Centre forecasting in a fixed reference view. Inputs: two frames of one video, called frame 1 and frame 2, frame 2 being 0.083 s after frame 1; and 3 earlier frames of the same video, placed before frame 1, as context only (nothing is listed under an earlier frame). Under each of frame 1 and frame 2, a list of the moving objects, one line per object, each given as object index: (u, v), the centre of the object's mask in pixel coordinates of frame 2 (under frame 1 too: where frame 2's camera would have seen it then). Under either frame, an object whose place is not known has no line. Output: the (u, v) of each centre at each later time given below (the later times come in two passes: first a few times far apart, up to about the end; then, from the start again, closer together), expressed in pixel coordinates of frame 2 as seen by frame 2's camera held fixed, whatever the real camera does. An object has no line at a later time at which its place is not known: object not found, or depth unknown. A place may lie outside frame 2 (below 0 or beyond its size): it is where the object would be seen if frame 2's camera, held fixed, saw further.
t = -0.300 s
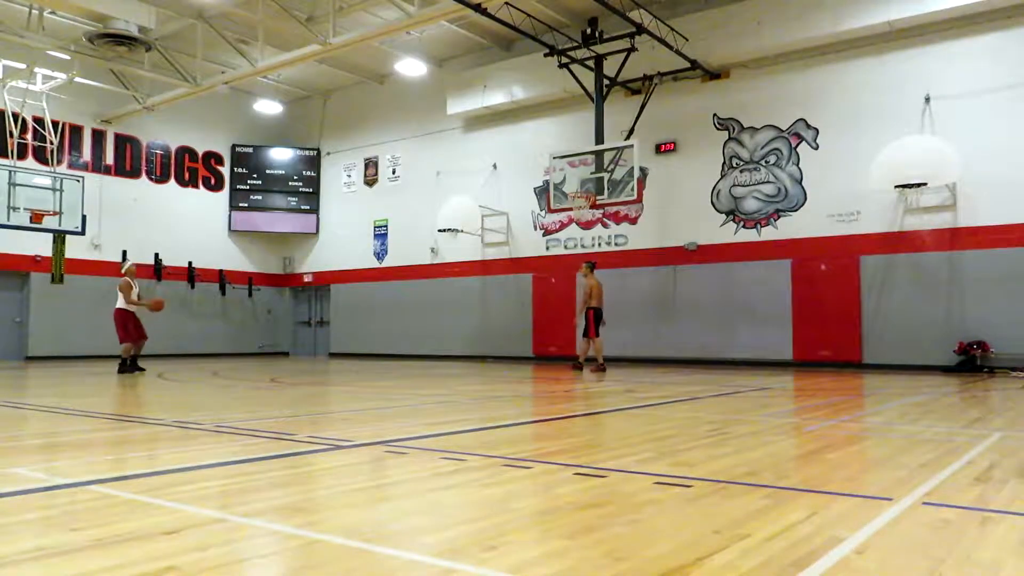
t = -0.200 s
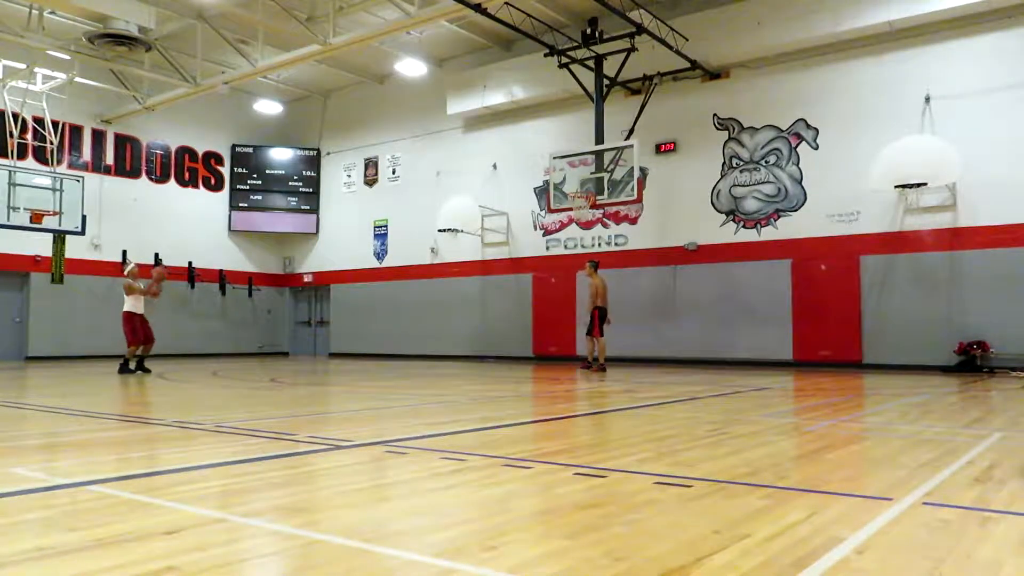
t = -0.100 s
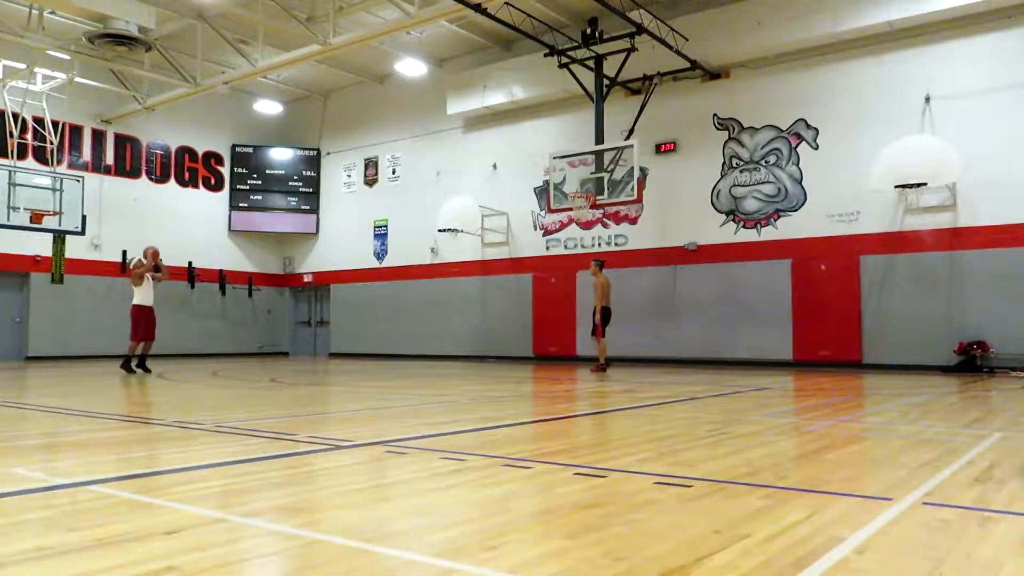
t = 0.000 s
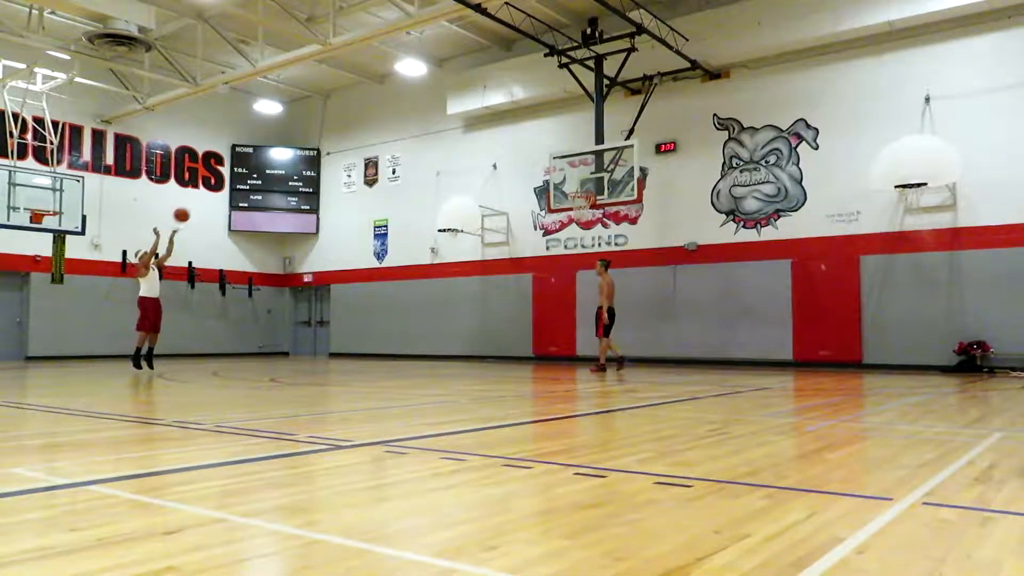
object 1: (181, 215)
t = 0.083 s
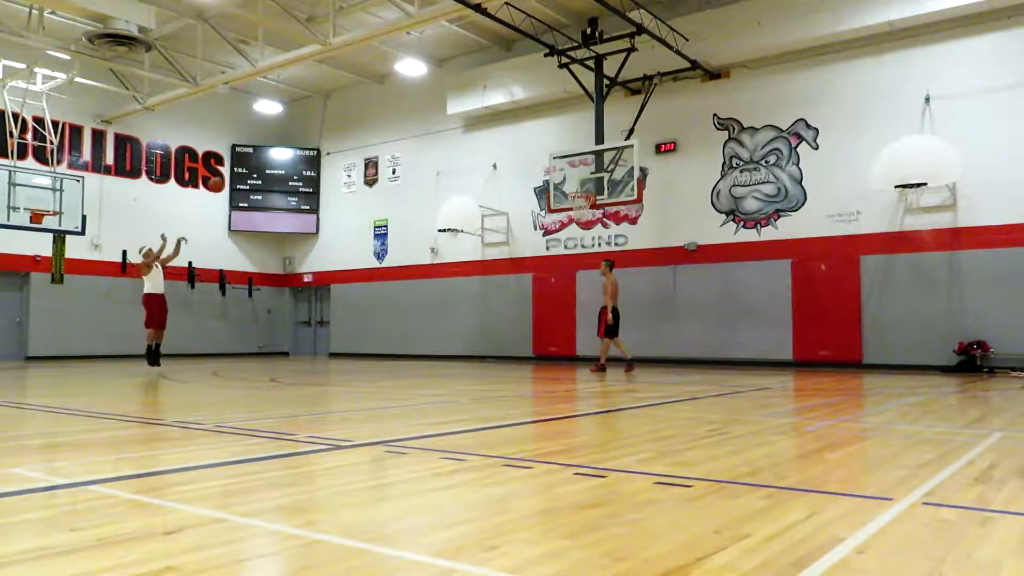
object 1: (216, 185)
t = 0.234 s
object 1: (276, 144)
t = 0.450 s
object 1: (357, 112)
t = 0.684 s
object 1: (437, 108)
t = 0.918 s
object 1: (511, 134)
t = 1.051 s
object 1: (551, 161)
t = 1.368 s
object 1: (568, 229)
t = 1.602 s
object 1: (547, 279)
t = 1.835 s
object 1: (530, 359)
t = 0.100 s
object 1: (223, 180)
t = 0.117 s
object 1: (229, 176)
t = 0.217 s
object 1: (271, 148)
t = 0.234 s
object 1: (276, 144)
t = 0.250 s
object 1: (282, 141)
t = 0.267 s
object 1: (289, 137)
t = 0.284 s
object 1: (295, 134)
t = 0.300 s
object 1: (301, 131)
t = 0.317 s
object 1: (308, 128)
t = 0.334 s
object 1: (314, 126)
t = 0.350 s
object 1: (320, 124)
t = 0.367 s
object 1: (327, 121)
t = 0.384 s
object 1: (332, 119)
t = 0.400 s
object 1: (338, 117)
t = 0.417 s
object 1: (345, 115)
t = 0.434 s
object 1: (351, 113)
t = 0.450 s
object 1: (357, 112)
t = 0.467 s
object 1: (362, 111)
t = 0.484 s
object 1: (369, 110)
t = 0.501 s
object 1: (374, 108)
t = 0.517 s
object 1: (380, 107)
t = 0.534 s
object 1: (386, 107)
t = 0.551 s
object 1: (391, 107)
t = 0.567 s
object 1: (397, 106)
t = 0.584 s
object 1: (403, 106)
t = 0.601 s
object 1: (409, 106)
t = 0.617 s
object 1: (414, 106)
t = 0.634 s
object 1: (420, 107)
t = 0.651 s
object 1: (425, 107)
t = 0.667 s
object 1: (431, 108)
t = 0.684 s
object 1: (437, 108)
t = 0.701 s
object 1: (442, 109)
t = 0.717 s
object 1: (447, 110)
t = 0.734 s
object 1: (453, 111)
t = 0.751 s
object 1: (459, 113)
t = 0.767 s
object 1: (464, 114)
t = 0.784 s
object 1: (469, 116)
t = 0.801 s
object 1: (474, 118)
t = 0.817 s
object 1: (480, 119)
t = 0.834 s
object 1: (485, 121)
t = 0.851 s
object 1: (490, 124)
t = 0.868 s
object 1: (496, 126)
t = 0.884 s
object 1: (501, 128)
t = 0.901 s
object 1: (506, 131)
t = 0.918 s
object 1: (511, 134)
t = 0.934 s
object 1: (516, 137)
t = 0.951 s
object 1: (521, 140)
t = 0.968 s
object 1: (526, 143)
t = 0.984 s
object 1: (531, 146)
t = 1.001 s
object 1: (536, 150)
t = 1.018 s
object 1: (541, 153)
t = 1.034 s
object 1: (546, 157)
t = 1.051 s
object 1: (551, 161)
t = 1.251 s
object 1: (577, 213)
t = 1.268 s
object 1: (576, 212)
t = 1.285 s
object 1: (574, 218)
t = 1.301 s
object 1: (572, 219)
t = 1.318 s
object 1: (572, 221)
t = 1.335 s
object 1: (571, 223)
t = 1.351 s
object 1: (570, 226)
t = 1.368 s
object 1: (568, 229)
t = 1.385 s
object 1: (566, 232)
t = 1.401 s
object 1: (564, 234)
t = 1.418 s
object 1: (563, 237)
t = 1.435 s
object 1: (562, 240)
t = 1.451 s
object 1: (561, 243)
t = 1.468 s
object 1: (559, 246)
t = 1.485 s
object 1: (558, 250)
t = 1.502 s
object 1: (556, 253)
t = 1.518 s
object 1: (555, 254)
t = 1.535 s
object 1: (552, 259)
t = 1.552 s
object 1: (551, 264)
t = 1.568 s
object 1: (550, 269)
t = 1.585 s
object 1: (548, 274)
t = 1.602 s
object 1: (547, 279)
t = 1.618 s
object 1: (546, 282)
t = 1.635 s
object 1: (542, 286)
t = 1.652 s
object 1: (542, 291)
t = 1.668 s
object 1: (541, 297)
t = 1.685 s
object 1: (540, 302)
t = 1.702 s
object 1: (540, 309)
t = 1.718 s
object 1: (538, 315)
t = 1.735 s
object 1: (536, 321)
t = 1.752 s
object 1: (536, 327)
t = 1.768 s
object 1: (535, 333)
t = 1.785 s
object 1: (535, 340)
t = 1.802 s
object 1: (533, 347)
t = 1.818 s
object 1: (531, 353)
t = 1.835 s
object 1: (530, 359)
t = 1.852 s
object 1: (529, 360)
